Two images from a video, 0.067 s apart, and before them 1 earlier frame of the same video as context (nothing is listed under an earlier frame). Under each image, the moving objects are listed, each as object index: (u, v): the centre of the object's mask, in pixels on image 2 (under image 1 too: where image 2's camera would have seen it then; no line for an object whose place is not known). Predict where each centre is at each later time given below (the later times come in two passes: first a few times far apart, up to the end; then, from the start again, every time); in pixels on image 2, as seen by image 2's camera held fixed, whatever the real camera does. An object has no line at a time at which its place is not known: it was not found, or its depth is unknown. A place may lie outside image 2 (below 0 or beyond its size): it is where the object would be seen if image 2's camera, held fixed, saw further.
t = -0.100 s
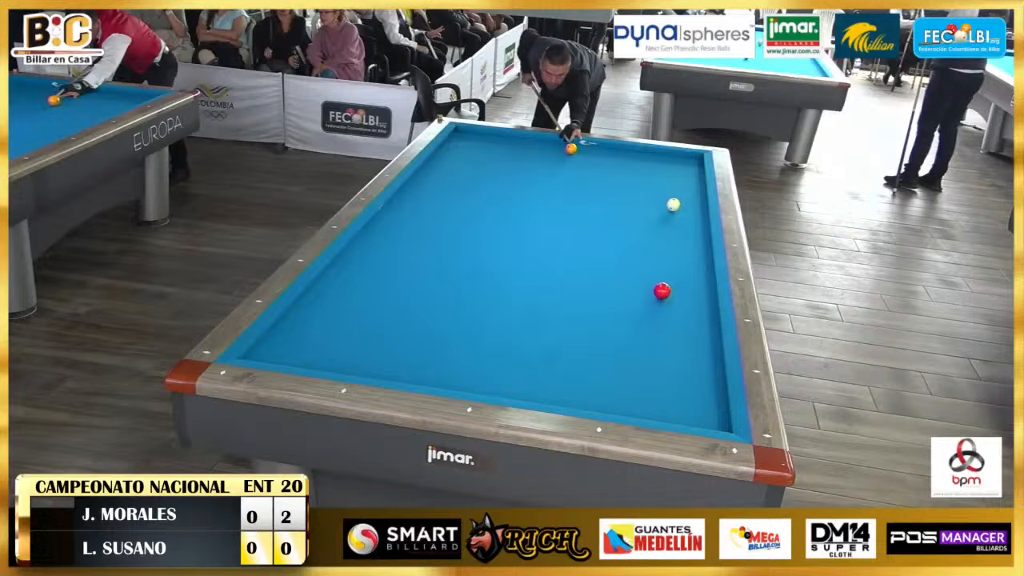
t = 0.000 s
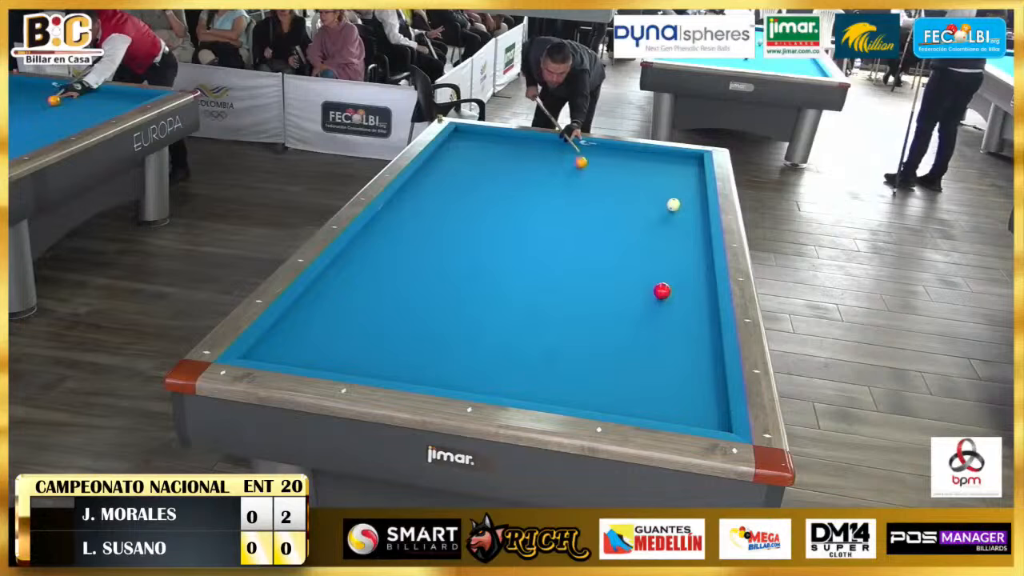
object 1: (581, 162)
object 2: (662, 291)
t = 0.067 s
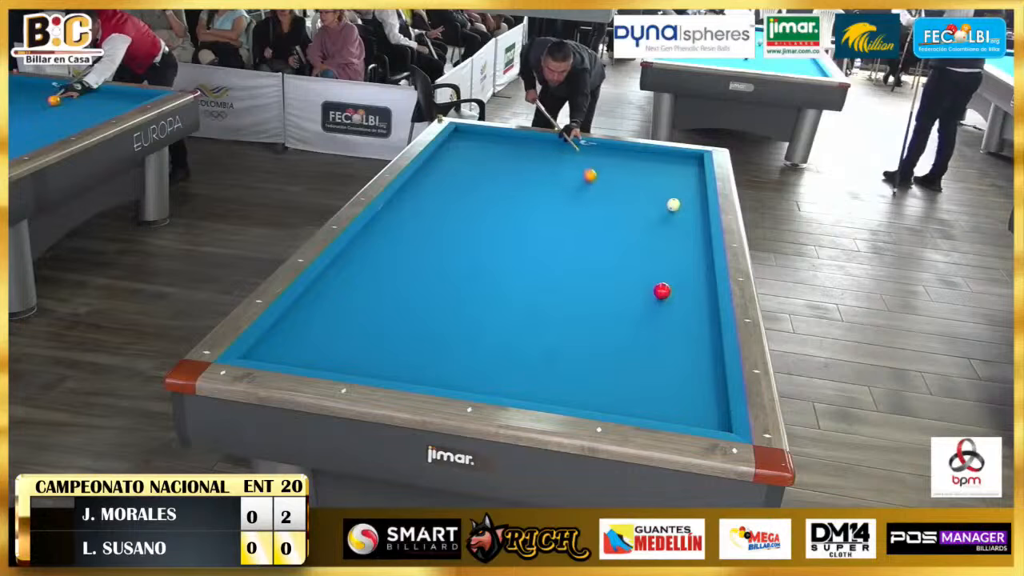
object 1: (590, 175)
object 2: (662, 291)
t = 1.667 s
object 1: (315, 363)
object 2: (520, 281)
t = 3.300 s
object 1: (500, 274)
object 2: (478, 160)
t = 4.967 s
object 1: (678, 226)
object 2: (447, 149)
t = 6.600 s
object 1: (686, 201)
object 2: (439, 183)
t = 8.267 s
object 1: (691, 194)
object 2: (431, 219)
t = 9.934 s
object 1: (692, 193)
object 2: (425, 250)
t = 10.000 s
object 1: (692, 193)
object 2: (425, 251)
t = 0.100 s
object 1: (595, 182)
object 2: (662, 291)
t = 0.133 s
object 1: (600, 189)
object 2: (662, 291)
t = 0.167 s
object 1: (605, 197)
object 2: (662, 291)
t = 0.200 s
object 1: (611, 205)
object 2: (662, 291)
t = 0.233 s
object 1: (617, 214)
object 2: (662, 291)
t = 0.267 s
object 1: (623, 223)
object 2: (662, 291)
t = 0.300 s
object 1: (630, 232)
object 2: (662, 291)
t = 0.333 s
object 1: (637, 242)
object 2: (662, 291)
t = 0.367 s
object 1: (645, 252)
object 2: (662, 291)
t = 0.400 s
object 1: (653, 263)
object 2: (662, 291)
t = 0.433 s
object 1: (661, 274)
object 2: (662, 291)
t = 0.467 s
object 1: (673, 285)
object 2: (660, 292)
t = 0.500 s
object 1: (687, 291)
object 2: (653, 301)
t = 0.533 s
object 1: (704, 296)
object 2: (645, 308)
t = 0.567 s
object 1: (704, 298)
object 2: (637, 317)
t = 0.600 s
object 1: (690, 298)
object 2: (629, 325)
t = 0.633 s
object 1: (677, 297)
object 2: (621, 334)
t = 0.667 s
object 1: (663, 298)
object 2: (612, 342)
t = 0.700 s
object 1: (651, 298)
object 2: (604, 351)
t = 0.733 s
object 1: (639, 299)
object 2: (596, 360)
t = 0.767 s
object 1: (627, 300)
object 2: (587, 369)
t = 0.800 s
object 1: (615, 301)
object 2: (579, 378)
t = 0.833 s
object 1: (604, 302)
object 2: (570, 387)
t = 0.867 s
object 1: (593, 304)
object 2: (562, 396)
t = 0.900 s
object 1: (583, 306)
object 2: (555, 399)
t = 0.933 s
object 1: (573, 307)
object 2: (553, 393)
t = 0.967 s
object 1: (562, 309)
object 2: (552, 385)
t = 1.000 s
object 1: (552, 312)
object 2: (551, 376)
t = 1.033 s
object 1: (542, 314)
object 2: (549, 369)
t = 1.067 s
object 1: (531, 317)
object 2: (547, 363)
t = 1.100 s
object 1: (520, 319)
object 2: (546, 356)
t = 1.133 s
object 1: (509, 321)
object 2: (544, 351)
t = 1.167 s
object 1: (498, 324)
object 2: (543, 345)
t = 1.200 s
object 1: (487, 326)
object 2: (541, 340)
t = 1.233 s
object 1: (476, 329)
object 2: (539, 336)
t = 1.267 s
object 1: (464, 331)
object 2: (537, 331)
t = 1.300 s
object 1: (453, 334)
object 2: (536, 326)
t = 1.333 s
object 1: (442, 337)
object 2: (534, 322)
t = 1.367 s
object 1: (430, 339)
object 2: (533, 317)
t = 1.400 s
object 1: (418, 342)
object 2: (531, 313)
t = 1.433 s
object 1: (405, 345)
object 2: (529, 308)
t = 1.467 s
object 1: (394, 347)
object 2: (528, 304)
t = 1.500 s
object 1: (381, 350)
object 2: (527, 300)
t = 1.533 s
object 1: (368, 353)
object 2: (525, 296)
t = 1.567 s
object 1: (355, 356)
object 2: (524, 292)
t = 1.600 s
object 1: (342, 359)
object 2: (522, 288)
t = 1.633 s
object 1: (329, 361)
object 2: (521, 285)
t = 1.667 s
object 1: (315, 363)
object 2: (520, 281)
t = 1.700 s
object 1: (305, 362)
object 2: (518, 277)
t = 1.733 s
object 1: (300, 358)
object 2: (517, 274)
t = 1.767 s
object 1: (294, 354)
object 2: (516, 270)
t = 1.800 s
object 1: (289, 350)
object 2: (515, 267)
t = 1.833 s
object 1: (283, 347)
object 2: (514, 263)
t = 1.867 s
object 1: (277, 343)
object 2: (512, 260)
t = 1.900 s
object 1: (271, 340)
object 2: (511, 257)
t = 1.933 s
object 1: (271, 337)
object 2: (510, 253)
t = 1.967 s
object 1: (279, 335)
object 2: (509, 250)
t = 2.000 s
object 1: (288, 333)
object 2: (508, 247)
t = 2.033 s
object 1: (295, 331)
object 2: (507, 245)
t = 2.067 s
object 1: (302, 329)
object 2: (506, 241)
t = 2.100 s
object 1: (308, 327)
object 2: (505, 239)
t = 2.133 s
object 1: (315, 326)
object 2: (504, 236)
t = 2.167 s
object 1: (321, 323)
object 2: (503, 233)
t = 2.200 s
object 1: (328, 322)
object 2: (502, 230)
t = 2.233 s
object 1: (334, 320)
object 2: (501, 227)
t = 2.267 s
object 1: (340, 318)
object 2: (500, 225)
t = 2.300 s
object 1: (346, 317)
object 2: (499, 222)
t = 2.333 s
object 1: (352, 315)
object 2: (498, 220)
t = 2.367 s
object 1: (358, 313)
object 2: (497, 217)
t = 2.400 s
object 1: (365, 312)
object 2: (497, 214)
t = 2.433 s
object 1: (370, 310)
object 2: (496, 212)
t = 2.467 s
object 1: (376, 308)
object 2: (495, 210)
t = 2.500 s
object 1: (382, 307)
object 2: (494, 207)
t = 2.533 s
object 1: (387, 305)
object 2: (493, 205)
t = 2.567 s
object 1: (393, 303)
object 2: (492, 202)
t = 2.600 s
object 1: (399, 302)
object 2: (492, 200)
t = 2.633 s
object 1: (405, 300)
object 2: (491, 198)
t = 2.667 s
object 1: (410, 299)
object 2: (490, 196)
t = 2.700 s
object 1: (415, 297)
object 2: (489, 193)
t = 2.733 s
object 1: (421, 296)
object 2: (489, 191)
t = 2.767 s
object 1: (425, 294)
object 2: (488, 189)
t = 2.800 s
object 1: (431, 293)
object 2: (487, 187)
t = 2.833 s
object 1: (436, 291)
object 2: (487, 185)
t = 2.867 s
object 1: (441, 290)
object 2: (486, 183)
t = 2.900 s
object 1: (446, 288)
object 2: (485, 181)
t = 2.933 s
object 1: (451, 287)
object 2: (485, 179)
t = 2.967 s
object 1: (456, 286)
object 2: (484, 177)
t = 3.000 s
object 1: (458, 285)
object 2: (484, 176)
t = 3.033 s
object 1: (463, 284)
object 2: (483, 174)
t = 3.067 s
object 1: (468, 282)
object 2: (482, 173)
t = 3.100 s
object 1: (472, 281)
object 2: (482, 171)
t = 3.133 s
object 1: (477, 280)
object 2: (481, 169)
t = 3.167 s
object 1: (482, 278)
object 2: (480, 167)
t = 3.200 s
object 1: (486, 277)
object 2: (480, 165)
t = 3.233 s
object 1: (491, 276)
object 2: (479, 164)
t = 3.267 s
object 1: (495, 275)
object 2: (479, 162)
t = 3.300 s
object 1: (500, 274)
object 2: (478, 160)
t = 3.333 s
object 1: (505, 272)
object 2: (478, 158)
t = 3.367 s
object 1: (509, 271)
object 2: (477, 157)
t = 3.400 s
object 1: (513, 270)
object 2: (477, 155)
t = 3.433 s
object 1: (518, 269)
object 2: (476, 154)
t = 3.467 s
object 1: (522, 268)
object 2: (475, 152)
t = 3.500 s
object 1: (526, 266)
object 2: (475, 151)
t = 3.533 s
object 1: (530, 265)
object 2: (474, 149)
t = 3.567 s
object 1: (534, 264)
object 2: (474, 147)
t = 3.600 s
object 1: (539, 263)
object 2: (473, 146)
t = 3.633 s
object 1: (542, 262)
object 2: (473, 144)
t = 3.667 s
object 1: (547, 261)
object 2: (472, 143)
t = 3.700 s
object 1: (551, 260)
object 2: (472, 142)
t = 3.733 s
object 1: (554, 259)
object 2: (472, 140)
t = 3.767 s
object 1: (558, 258)
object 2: (471, 139)
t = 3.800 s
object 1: (562, 257)
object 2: (471, 137)
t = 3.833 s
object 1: (566, 256)
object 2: (470, 136)
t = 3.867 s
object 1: (570, 254)
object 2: (470, 134)
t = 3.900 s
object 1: (573, 254)
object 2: (469, 133)
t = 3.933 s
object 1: (577, 253)
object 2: (469, 132)
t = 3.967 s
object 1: (581, 252)
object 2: (468, 131)
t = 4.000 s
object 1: (585, 251)
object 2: (468, 130)
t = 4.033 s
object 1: (588, 250)
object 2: (466, 130)
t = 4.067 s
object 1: (592, 248)
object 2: (465, 131)
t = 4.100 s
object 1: (595, 248)
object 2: (464, 131)
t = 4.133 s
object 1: (599, 247)
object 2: (462, 132)
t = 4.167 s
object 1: (602, 246)
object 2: (461, 133)
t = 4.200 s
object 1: (606, 245)
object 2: (460, 133)
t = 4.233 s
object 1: (609, 244)
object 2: (459, 134)
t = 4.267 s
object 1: (613, 243)
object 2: (457, 134)
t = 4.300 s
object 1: (616, 242)
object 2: (456, 135)
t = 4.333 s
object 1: (620, 241)
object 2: (455, 136)
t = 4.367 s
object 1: (623, 240)
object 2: (454, 136)
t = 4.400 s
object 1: (626, 240)
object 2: (453, 137)
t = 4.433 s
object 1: (629, 239)
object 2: (451, 138)
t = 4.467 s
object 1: (633, 238)
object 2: (450, 139)
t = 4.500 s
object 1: (636, 237)
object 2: (450, 139)
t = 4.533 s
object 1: (639, 236)
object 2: (450, 140)
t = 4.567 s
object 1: (642, 235)
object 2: (449, 140)
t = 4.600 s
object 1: (645, 234)
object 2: (449, 141)
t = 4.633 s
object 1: (648, 234)
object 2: (449, 142)
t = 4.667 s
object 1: (652, 233)
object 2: (449, 142)
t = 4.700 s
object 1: (654, 232)
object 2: (449, 143)
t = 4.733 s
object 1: (658, 231)
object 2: (448, 143)
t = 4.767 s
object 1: (661, 230)
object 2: (448, 144)
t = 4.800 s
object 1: (664, 229)
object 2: (448, 145)
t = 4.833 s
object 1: (667, 229)
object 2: (448, 146)
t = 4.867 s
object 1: (670, 228)
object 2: (448, 146)
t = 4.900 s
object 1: (673, 227)
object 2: (447, 147)
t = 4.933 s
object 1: (675, 227)
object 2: (447, 148)
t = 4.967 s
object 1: (678, 226)
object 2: (447, 149)
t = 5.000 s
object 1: (681, 225)
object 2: (447, 149)
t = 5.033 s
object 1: (684, 224)
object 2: (447, 150)
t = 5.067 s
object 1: (686, 224)
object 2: (447, 150)
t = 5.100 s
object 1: (689, 223)
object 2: (446, 151)
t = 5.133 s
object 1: (692, 222)
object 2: (446, 152)
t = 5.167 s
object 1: (695, 221)
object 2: (446, 153)
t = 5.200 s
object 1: (697, 221)
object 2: (446, 153)
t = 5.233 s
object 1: (700, 220)
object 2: (446, 154)
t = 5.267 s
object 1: (702, 219)
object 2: (446, 155)
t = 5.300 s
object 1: (701, 218)
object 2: (445, 155)
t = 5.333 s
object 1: (699, 217)
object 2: (445, 156)
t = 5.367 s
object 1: (698, 216)
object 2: (445, 157)
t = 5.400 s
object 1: (696, 215)
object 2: (445, 158)
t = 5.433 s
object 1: (695, 215)
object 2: (445, 158)
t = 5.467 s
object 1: (693, 214)
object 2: (444, 159)
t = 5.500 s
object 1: (692, 213)
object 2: (444, 160)
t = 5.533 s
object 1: (690, 212)
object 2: (444, 160)
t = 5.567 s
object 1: (690, 211)
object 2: (444, 161)
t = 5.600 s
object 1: (688, 210)
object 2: (444, 162)
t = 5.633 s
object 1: (686, 209)
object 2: (444, 162)
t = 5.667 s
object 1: (685, 209)
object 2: (444, 163)
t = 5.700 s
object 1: (685, 208)
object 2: (444, 164)
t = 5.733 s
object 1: (685, 208)
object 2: (443, 165)
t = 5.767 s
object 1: (685, 208)
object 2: (443, 165)
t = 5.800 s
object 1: (685, 207)
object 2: (443, 166)
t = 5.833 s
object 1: (685, 207)
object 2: (443, 167)
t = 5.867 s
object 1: (685, 207)
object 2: (443, 168)
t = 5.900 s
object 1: (685, 206)
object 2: (443, 168)
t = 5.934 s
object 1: (685, 206)
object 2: (442, 169)
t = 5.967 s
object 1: (685, 206)
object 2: (442, 170)
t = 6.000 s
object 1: (685, 205)
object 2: (442, 170)
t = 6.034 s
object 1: (685, 205)
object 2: (442, 171)
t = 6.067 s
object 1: (685, 205)
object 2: (442, 172)
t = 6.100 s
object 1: (685, 204)
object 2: (442, 173)
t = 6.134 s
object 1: (685, 204)
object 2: (442, 173)
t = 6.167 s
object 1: (685, 204)
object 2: (441, 174)
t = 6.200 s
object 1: (685, 204)
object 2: (441, 175)
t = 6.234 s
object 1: (685, 203)
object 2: (441, 175)
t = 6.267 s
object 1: (685, 203)
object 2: (441, 176)
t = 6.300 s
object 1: (686, 203)
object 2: (441, 177)
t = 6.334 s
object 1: (686, 203)
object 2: (441, 177)
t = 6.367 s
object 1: (686, 202)
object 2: (440, 178)
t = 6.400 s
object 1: (686, 202)
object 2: (440, 179)
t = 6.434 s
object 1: (686, 202)
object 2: (440, 180)
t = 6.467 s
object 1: (686, 202)
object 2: (440, 180)
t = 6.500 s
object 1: (686, 202)
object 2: (440, 181)
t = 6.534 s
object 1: (686, 201)
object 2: (439, 182)
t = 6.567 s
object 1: (686, 201)
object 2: (439, 183)
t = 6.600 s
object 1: (686, 201)
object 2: (439, 183)
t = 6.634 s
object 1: (687, 201)
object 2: (439, 184)
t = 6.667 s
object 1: (687, 201)
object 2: (438, 185)
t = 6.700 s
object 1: (687, 200)
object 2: (438, 185)
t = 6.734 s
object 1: (687, 200)
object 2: (438, 186)
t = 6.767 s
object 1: (687, 200)
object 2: (438, 187)
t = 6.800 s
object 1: (687, 200)
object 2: (438, 187)
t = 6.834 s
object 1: (687, 200)
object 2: (438, 188)
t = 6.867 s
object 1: (688, 199)
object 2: (438, 189)
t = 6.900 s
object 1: (688, 199)
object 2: (437, 190)
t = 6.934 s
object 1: (687, 199)
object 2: (437, 190)
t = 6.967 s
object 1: (688, 199)
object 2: (437, 191)
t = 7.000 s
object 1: (688, 198)
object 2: (437, 192)
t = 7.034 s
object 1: (688, 198)
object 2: (437, 192)
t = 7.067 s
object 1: (688, 198)
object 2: (436, 193)
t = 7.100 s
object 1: (688, 198)
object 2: (436, 194)
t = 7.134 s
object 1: (688, 198)
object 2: (436, 195)
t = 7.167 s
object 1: (688, 198)
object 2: (436, 195)
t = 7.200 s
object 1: (689, 198)
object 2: (436, 196)
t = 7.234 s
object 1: (689, 198)
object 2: (436, 197)
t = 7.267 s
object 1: (689, 197)
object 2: (436, 197)
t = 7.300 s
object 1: (689, 197)
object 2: (435, 198)
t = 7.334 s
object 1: (689, 197)
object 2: (435, 199)
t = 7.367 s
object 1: (689, 197)
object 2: (435, 200)
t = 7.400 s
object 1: (689, 197)
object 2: (435, 200)
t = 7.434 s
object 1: (689, 197)
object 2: (435, 201)
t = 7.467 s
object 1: (689, 196)
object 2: (434, 201)
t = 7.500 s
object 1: (689, 196)
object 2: (434, 202)
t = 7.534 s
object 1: (689, 196)
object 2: (434, 203)
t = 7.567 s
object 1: (689, 196)
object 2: (434, 203)
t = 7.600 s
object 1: (690, 196)
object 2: (434, 204)
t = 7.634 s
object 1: (690, 196)
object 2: (434, 205)
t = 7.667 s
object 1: (690, 196)
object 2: (434, 206)
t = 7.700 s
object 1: (690, 195)
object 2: (433, 206)
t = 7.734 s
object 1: (690, 195)
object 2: (433, 207)
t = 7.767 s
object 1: (690, 195)
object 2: (433, 208)
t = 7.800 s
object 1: (690, 195)
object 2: (433, 209)
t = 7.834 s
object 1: (690, 195)
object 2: (433, 210)
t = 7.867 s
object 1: (690, 195)
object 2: (433, 211)
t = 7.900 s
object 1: (690, 195)
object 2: (432, 211)
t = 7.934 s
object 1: (690, 195)
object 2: (432, 212)
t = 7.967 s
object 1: (690, 194)
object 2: (432, 213)
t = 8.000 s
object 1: (690, 194)
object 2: (432, 213)
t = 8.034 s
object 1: (690, 194)
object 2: (432, 214)
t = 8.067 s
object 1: (691, 194)
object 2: (432, 215)
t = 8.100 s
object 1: (691, 194)
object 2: (432, 216)
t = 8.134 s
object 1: (691, 194)
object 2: (431, 216)
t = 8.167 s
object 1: (691, 194)
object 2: (431, 217)
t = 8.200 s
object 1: (691, 194)
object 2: (431, 217)
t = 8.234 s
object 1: (691, 194)
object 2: (431, 218)
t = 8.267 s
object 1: (691, 194)
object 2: (431, 219)
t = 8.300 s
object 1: (691, 194)
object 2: (431, 219)
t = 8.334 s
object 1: (691, 194)
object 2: (431, 220)
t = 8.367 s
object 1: (691, 194)
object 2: (430, 221)
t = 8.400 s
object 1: (691, 194)
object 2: (430, 222)
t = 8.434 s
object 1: (691, 194)
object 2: (430, 222)
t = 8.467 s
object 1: (691, 194)
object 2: (430, 223)
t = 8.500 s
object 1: (691, 194)
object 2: (430, 223)
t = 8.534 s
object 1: (691, 194)
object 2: (430, 224)
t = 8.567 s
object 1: (691, 194)
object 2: (430, 225)
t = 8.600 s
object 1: (691, 193)
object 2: (430, 225)
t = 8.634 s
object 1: (691, 193)
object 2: (430, 226)
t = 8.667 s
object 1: (691, 193)
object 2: (430, 227)
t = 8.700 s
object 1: (691, 193)
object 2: (429, 227)
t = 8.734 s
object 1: (691, 193)
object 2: (429, 228)
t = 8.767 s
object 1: (691, 193)
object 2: (429, 229)
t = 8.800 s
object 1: (692, 193)
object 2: (429, 229)
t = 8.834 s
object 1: (692, 193)
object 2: (429, 230)
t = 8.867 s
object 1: (692, 193)
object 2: (429, 230)
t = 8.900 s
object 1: (692, 193)
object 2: (429, 231)
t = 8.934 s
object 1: (692, 193)
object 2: (429, 232)
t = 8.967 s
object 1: (692, 193)
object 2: (428, 232)
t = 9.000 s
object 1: (692, 193)
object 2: (428, 233)
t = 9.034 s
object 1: (692, 193)
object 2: (428, 234)
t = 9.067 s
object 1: (692, 193)
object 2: (428, 234)
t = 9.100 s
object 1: (692, 193)
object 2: (428, 235)
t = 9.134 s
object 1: (692, 193)
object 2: (428, 236)
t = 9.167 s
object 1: (692, 193)
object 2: (428, 236)
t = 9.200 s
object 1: (692, 193)
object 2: (427, 237)
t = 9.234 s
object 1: (692, 193)
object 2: (427, 237)
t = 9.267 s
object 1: (692, 193)
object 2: (427, 238)
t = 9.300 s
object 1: (692, 193)
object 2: (427, 239)
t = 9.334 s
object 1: (692, 193)
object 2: (427, 239)
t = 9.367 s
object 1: (692, 193)
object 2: (427, 240)
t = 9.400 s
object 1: (692, 193)
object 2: (427, 241)
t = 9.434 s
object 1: (692, 193)
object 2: (427, 241)
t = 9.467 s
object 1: (692, 193)
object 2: (427, 242)
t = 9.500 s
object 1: (692, 193)
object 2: (427, 242)
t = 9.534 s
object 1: (692, 193)
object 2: (427, 243)
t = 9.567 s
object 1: (692, 193)
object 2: (427, 243)
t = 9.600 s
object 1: (692, 193)
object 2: (427, 244)
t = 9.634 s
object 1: (692, 193)
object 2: (427, 245)
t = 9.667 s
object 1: (692, 193)
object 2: (426, 245)
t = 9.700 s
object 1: (692, 193)
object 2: (426, 246)
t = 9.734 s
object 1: (692, 193)
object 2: (426, 246)
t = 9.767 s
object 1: (692, 193)
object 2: (426, 247)
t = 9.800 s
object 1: (692, 193)
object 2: (426, 248)
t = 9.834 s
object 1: (692, 193)
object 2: (426, 248)
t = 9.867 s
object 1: (692, 193)
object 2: (426, 249)
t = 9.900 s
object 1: (692, 193)
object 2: (426, 249)
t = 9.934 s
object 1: (692, 193)
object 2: (425, 250)
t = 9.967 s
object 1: (692, 193)
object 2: (425, 250)
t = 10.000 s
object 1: (692, 193)
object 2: (425, 251)
